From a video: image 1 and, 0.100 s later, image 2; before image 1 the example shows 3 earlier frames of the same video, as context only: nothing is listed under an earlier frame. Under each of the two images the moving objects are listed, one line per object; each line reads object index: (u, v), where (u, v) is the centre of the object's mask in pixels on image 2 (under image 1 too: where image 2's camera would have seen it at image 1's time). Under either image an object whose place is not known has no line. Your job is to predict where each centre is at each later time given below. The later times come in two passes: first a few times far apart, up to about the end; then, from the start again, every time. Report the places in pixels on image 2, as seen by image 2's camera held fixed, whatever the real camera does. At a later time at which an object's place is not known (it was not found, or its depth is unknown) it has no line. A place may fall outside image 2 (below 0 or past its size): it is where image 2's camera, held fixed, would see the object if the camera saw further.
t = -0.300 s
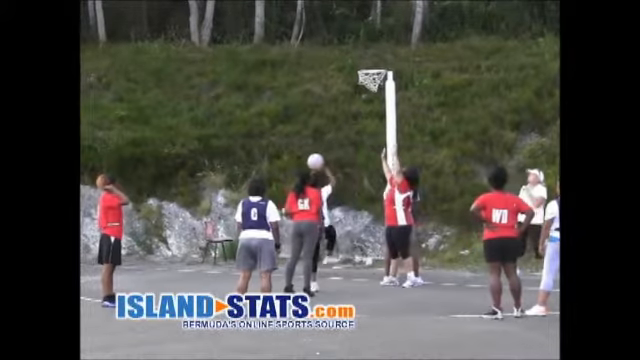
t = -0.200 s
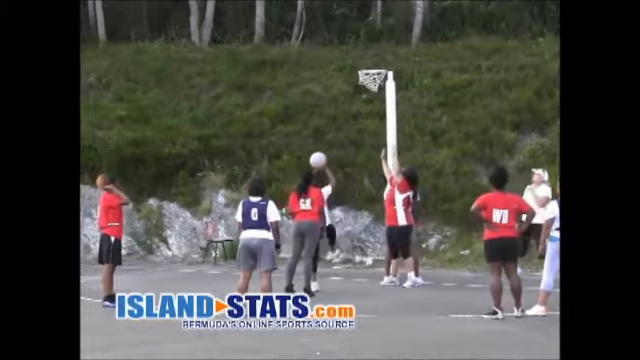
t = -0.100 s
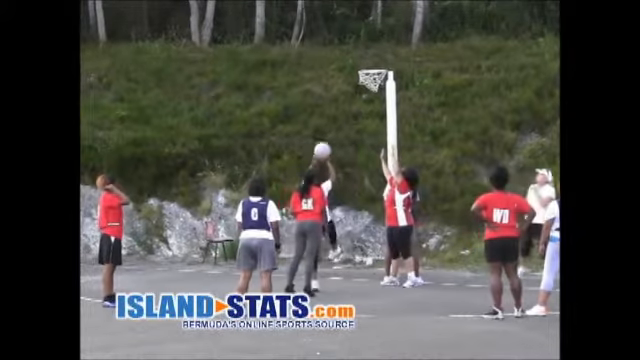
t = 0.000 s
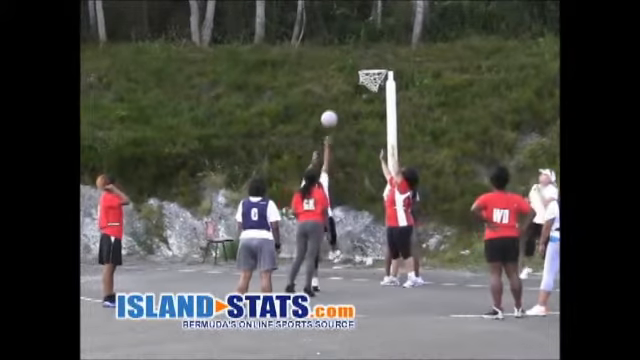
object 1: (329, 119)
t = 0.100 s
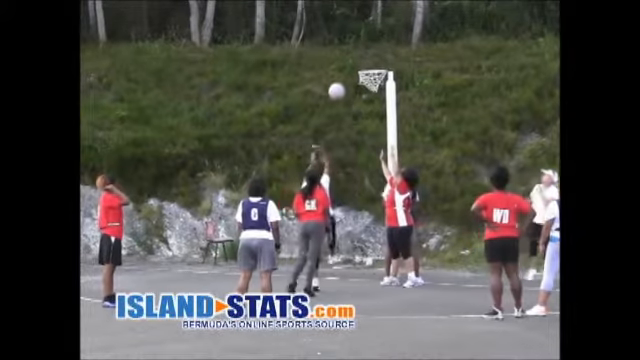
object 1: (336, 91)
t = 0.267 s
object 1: (349, 61)
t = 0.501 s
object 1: (366, 51)
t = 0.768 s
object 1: (370, 59)
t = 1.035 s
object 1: (352, 74)
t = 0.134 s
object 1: (339, 83)
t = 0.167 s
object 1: (341, 77)
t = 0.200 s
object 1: (344, 71)
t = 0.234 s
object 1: (346, 65)
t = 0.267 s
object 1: (349, 61)
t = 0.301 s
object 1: (351, 57)
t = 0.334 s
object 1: (354, 54)
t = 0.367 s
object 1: (356, 52)
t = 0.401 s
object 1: (358, 51)
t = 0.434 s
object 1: (360, 50)
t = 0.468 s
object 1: (363, 50)
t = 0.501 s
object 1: (366, 51)
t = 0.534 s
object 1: (368, 53)
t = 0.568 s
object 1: (370, 55)
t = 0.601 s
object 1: (372, 58)
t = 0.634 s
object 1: (375, 62)
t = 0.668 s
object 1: (376, 64)
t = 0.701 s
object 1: (375, 62)
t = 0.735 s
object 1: (372, 61)
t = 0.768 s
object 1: (370, 59)
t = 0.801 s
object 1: (368, 59)
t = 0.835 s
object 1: (366, 59)
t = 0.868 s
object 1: (364, 59)
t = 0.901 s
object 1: (361, 60)
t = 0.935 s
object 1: (359, 62)
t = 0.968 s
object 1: (357, 65)
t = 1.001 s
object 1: (354, 69)
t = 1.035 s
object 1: (352, 74)
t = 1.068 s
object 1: (350, 79)
